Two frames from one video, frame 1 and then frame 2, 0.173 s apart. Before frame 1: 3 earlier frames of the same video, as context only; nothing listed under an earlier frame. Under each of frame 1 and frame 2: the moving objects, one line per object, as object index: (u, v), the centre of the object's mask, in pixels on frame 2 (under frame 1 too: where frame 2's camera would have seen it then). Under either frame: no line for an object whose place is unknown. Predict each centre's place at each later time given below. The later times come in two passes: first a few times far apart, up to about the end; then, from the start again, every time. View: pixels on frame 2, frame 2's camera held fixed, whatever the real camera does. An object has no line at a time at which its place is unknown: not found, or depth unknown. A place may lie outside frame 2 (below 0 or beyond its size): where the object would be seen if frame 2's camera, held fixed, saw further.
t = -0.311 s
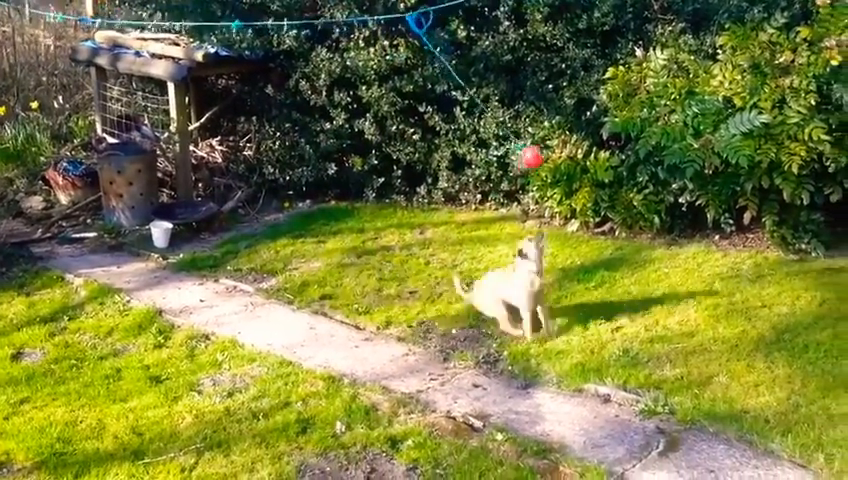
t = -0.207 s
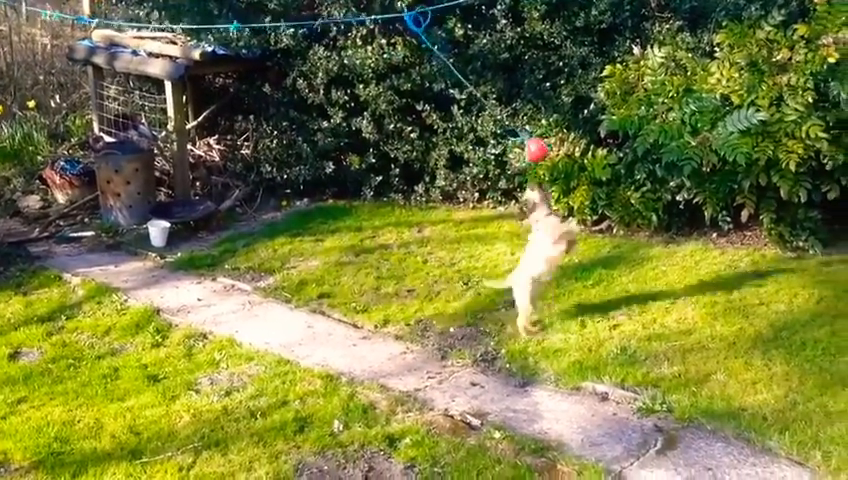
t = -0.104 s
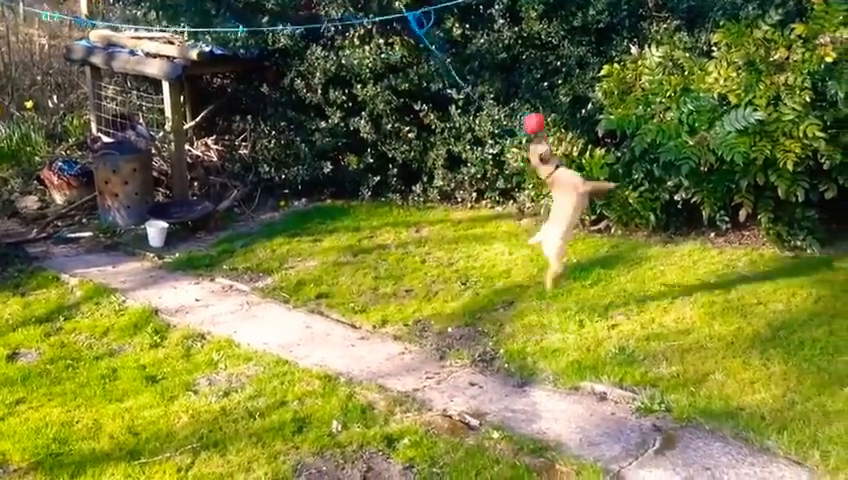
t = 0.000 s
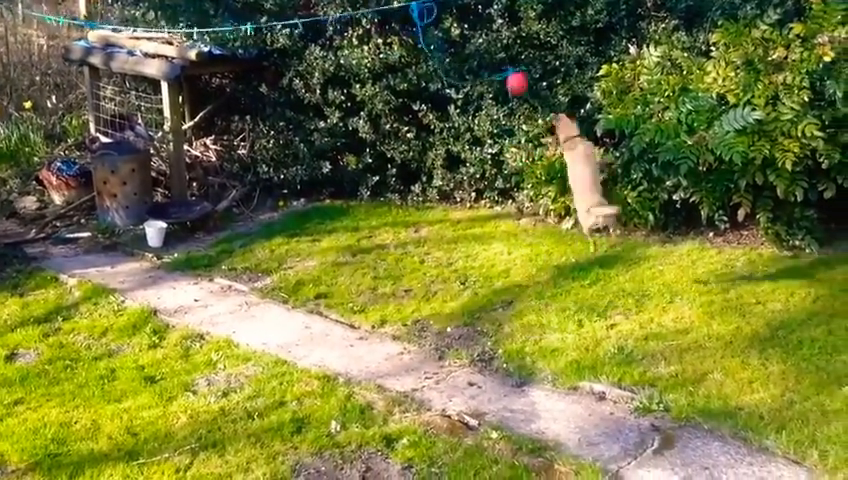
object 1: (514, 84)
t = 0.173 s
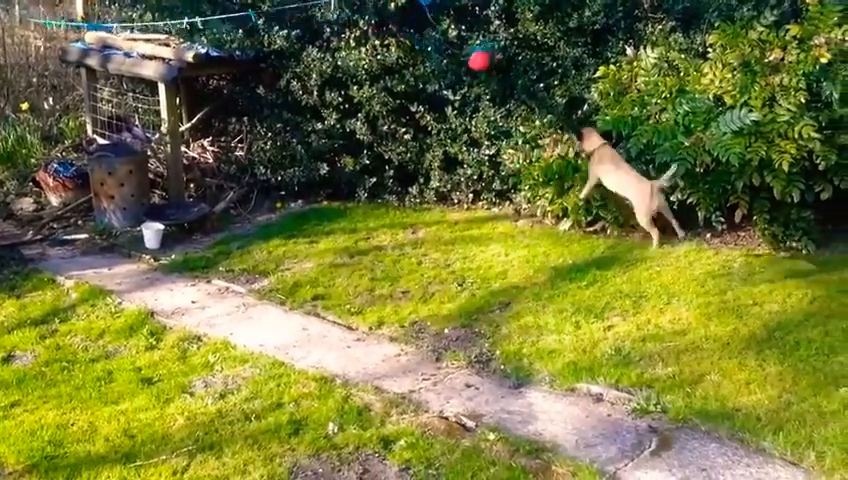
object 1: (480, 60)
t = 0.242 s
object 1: (468, 68)
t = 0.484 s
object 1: (418, 111)
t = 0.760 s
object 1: (379, 185)
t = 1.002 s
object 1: (377, 218)
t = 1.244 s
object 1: (383, 180)
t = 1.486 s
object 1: (378, 152)
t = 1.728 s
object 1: (374, 182)
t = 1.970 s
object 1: (381, 216)
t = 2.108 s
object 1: (394, 182)
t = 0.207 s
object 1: (474, 63)
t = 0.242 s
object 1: (468, 68)
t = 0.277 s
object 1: (461, 73)
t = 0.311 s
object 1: (454, 77)
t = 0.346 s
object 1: (445, 82)
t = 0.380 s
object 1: (437, 88)
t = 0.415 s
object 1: (431, 95)
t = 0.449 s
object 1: (424, 103)
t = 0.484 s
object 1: (418, 111)
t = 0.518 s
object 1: (412, 119)
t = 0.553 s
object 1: (406, 128)
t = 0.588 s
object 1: (400, 137)
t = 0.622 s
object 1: (394, 147)
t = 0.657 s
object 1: (388, 157)
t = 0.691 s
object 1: (384, 167)
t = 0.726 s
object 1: (382, 176)
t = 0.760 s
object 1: (379, 185)
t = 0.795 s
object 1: (377, 190)
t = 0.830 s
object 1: (377, 194)
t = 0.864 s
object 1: (377, 199)
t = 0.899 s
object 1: (376, 205)
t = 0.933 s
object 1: (375, 211)
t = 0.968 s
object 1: (375, 216)
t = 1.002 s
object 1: (377, 218)
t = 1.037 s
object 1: (378, 217)
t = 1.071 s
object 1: (380, 205)
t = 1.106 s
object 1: (382, 199)
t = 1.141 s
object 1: (382, 193)
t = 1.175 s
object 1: (382, 188)
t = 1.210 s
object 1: (383, 184)
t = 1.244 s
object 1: (383, 180)
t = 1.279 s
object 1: (383, 176)
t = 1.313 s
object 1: (383, 172)
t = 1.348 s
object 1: (383, 166)
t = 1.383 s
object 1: (382, 160)
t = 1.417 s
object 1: (381, 157)
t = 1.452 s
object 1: (379, 153)
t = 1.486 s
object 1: (378, 152)
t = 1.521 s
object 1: (378, 152)
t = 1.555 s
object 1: (378, 152)
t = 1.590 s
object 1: (378, 154)
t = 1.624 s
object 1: (377, 157)
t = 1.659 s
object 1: (376, 163)
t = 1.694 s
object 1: (375, 172)
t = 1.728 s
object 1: (374, 182)
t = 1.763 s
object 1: (375, 190)
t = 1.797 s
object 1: (374, 199)
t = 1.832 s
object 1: (375, 208)
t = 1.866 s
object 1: (376, 214)
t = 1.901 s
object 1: (378, 217)
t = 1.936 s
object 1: (379, 219)
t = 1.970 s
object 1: (381, 216)
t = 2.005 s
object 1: (385, 208)
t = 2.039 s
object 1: (388, 199)
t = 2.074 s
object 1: (392, 190)
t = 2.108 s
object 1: (394, 182)
